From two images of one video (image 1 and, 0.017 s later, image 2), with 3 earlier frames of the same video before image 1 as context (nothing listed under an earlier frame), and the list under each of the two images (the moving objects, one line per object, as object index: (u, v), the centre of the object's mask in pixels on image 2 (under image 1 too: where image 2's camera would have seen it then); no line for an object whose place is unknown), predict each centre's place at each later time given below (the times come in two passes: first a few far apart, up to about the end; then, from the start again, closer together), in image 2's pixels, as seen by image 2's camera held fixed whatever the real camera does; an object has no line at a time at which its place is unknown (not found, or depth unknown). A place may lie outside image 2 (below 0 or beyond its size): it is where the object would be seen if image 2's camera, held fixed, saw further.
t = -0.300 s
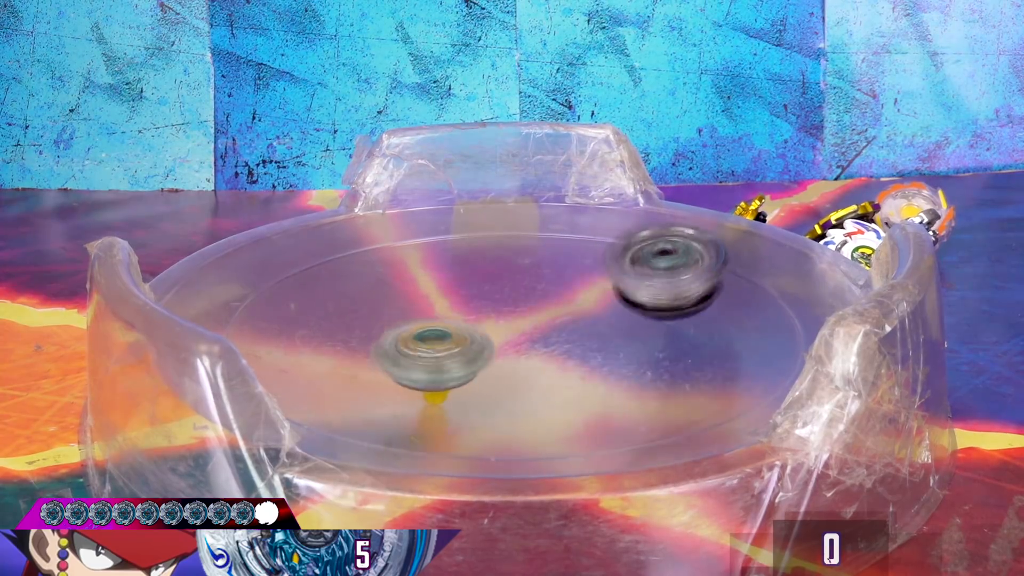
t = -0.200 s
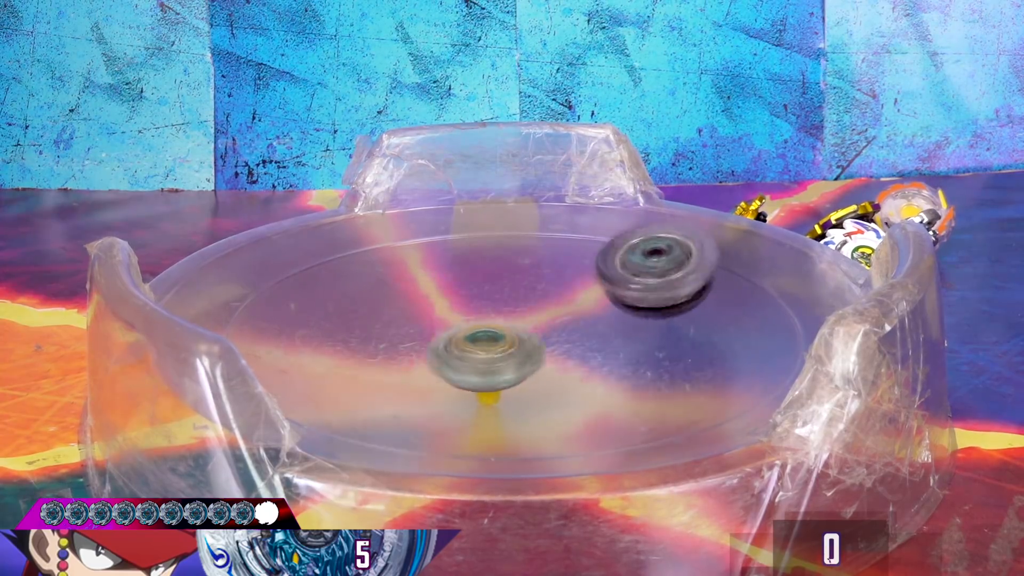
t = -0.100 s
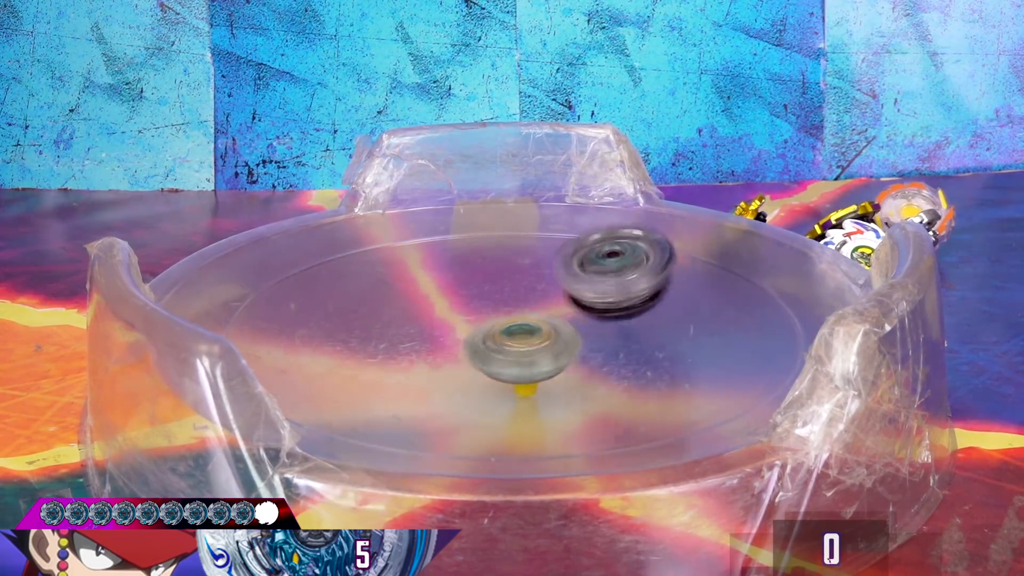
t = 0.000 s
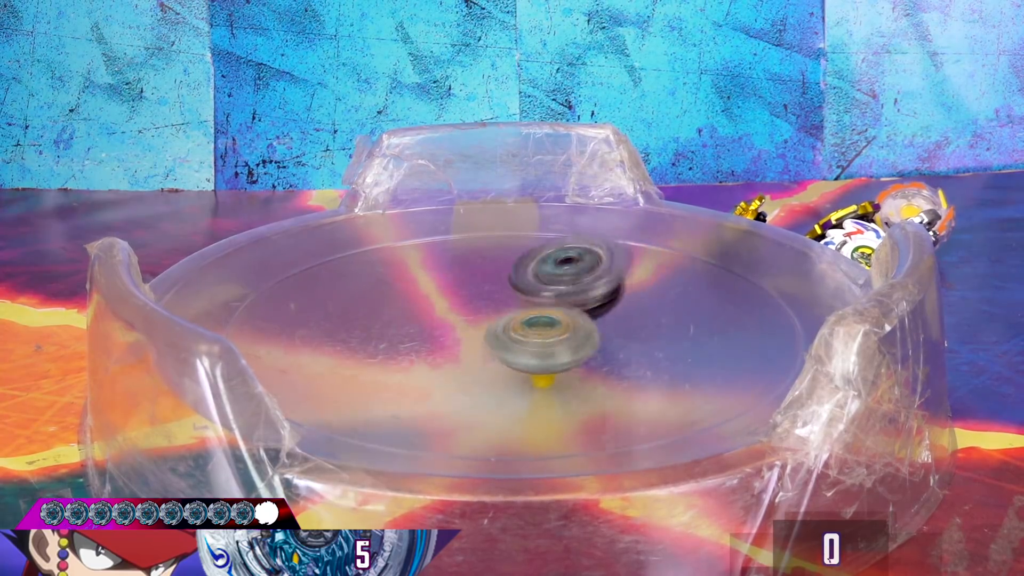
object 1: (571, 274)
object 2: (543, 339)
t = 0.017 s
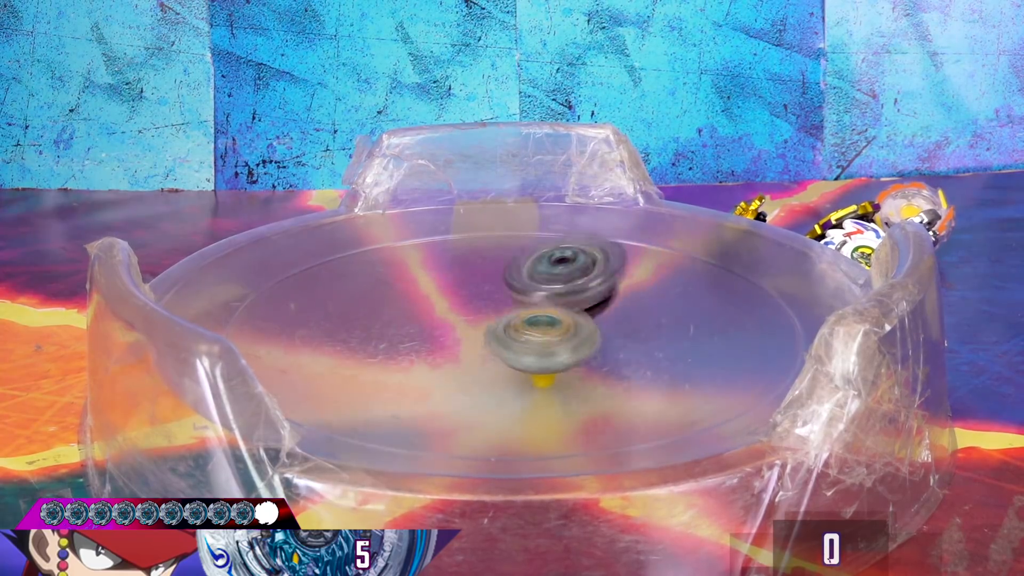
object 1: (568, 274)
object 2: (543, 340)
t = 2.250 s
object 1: (481, 295)
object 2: (601, 296)
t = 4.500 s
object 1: (475, 300)
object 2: (575, 282)
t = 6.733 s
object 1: (499, 319)
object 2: (506, 265)
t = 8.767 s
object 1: (529, 320)
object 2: (444, 288)
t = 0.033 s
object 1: (564, 274)
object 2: (543, 342)
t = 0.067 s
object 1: (555, 273)
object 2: (543, 344)
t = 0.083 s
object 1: (550, 272)
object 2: (544, 344)
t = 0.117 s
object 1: (543, 275)
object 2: (547, 344)
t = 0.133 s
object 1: (540, 278)
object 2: (549, 344)
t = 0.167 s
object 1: (539, 282)
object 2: (554, 343)
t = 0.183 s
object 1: (539, 278)
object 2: (556, 342)
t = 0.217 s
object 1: (539, 279)
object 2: (561, 348)
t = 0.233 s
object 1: (538, 281)
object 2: (564, 350)
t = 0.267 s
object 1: (537, 283)
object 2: (568, 350)
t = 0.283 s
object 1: (536, 285)
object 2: (570, 351)
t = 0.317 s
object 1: (536, 286)
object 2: (571, 350)
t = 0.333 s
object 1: (536, 287)
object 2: (570, 349)
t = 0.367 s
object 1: (533, 289)
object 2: (567, 348)
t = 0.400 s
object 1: (529, 290)
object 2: (569, 350)
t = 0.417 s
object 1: (527, 291)
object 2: (568, 351)
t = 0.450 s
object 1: (526, 291)
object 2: (569, 352)
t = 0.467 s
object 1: (527, 291)
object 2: (569, 351)
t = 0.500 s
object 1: (524, 292)
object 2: (569, 350)
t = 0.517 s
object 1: (522, 293)
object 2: (568, 350)
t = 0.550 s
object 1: (519, 294)
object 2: (569, 349)
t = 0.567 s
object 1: (519, 294)
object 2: (569, 349)
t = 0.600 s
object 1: (520, 293)
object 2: (569, 349)
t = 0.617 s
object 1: (519, 294)
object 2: (569, 348)
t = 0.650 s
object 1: (517, 294)
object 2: (570, 348)
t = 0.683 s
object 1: (518, 294)
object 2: (570, 348)
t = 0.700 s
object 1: (519, 293)
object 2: (570, 348)
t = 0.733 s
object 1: (520, 294)
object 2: (570, 347)
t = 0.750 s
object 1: (518, 294)
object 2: (569, 346)
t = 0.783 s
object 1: (517, 294)
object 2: (569, 347)
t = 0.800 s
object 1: (518, 294)
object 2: (569, 347)
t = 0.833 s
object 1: (521, 293)
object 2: (568, 347)
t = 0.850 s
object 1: (521, 293)
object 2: (567, 346)
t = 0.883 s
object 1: (519, 292)
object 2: (567, 346)
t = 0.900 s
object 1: (517, 293)
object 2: (567, 346)
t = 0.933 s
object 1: (520, 292)
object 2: (568, 346)
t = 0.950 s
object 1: (518, 290)
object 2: (568, 347)
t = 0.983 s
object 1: (510, 287)
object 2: (565, 347)
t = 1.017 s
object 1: (500, 286)
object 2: (564, 346)
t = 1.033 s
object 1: (498, 285)
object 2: (562, 346)
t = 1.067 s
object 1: (484, 284)
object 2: (560, 345)
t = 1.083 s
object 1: (478, 284)
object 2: (560, 344)
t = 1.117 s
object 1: (472, 285)
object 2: (557, 343)
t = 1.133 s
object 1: (470, 285)
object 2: (556, 342)
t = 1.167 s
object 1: (465, 287)
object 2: (554, 340)
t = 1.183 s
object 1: (462, 288)
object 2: (552, 340)
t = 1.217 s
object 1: (462, 291)
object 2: (549, 339)
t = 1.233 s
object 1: (464, 292)
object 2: (549, 338)
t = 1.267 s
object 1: (462, 290)
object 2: (554, 337)
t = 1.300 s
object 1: (455, 287)
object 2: (565, 339)
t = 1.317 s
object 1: (454, 288)
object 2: (569, 339)
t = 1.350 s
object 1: (451, 283)
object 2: (572, 339)
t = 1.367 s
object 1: (448, 282)
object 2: (572, 337)
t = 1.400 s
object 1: (450, 282)
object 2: (571, 335)
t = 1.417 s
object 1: (453, 283)
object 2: (571, 335)
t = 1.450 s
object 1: (453, 282)
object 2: (569, 333)
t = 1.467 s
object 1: (455, 283)
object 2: (569, 332)
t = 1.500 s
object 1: (464, 287)
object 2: (569, 329)
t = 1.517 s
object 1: (468, 288)
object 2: (568, 328)
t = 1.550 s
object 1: (466, 286)
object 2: (578, 327)
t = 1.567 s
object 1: (467, 287)
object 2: (582, 326)
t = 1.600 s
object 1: (472, 288)
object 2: (586, 325)
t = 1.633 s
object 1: (470, 288)
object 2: (587, 321)
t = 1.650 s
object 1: (468, 289)
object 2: (588, 321)
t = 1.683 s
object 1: (466, 290)
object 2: (596, 318)
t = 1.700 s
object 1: (461, 289)
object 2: (598, 317)
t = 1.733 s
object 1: (455, 290)
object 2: (600, 315)
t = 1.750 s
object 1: (455, 293)
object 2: (600, 313)
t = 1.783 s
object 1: (451, 291)
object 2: (599, 312)
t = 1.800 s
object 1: (451, 290)
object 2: (599, 311)
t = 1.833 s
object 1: (456, 294)
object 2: (598, 310)
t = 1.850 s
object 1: (456, 294)
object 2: (597, 309)
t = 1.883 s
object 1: (458, 295)
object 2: (595, 308)
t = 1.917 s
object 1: (466, 296)
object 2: (592, 307)
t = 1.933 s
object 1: (467, 295)
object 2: (589, 307)
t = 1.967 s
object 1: (466, 295)
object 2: (589, 306)
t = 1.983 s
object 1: (468, 296)
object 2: (589, 305)
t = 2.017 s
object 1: (467, 295)
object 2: (594, 304)
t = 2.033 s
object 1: (466, 295)
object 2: (594, 303)
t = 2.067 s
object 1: (472, 295)
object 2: (593, 302)
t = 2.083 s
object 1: (472, 295)
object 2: (594, 302)
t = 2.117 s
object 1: (475, 296)
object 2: (594, 301)
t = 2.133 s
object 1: (478, 296)
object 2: (596, 300)
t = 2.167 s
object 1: (478, 295)
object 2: (600, 298)
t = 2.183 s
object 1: (479, 296)
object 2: (601, 298)
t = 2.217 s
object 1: (484, 297)
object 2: (600, 298)
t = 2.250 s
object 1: (481, 295)
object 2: (601, 296)
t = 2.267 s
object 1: (481, 296)
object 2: (607, 297)
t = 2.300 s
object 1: (481, 295)
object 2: (608, 297)
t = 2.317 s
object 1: (479, 294)
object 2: (609, 297)
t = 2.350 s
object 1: (483, 296)
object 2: (608, 297)
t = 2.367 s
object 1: (484, 296)
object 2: (609, 297)
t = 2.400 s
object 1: (483, 298)
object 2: (608, 297)
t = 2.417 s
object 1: (487, 299)
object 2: (609, 297)
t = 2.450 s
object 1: (488, 299)
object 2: (607, 297)
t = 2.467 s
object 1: (490, 300)
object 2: (607, 297)
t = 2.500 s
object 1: (494, 301)
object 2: (611, 296)
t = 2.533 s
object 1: (488, 301)
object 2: (616, 296)
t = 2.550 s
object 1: (489, 301)
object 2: (615, 297)
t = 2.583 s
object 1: (489, 301)
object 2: (612, 297)
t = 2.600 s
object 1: (489, 302)
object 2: (612, 298)
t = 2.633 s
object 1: (495, 303)
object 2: (609, 299)
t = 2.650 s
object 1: (492, 302)
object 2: (608, 299)
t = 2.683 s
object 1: (491, 303)
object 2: (609, 299)
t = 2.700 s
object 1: (493, 303)
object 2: (609, 300)
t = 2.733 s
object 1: (489, 303)
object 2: (605, 301)
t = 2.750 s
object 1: (490, 304)
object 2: (606, 301)
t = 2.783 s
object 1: (484, 303)
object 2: (608, 301)
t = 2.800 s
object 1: (481, 304)
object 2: (608, 302)
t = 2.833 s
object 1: (482, 304)
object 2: (604, 302)
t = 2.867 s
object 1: (478, 305)
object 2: (600, 303)
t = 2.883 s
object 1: (481, 305)
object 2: (600, 304)
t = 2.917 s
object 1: (479, 303)
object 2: (595, 303)
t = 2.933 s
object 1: (479, 303)
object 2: (596, 304)
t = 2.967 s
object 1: (476, 305)
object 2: (598, 303)
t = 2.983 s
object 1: (474, 303)
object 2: (598, 304)
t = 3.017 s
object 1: (477, 303)
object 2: (594, 303)
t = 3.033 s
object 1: (473, 302)
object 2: (592, 304)
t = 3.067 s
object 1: (475, 302)
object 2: (590, 303)
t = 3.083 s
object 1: (471, 303)
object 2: (595, 301)
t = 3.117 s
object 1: (463, 301)
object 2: (601, 301)
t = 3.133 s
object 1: (466, 303)
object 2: (601, 300)
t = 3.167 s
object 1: (463, 302)
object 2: (601, 300)
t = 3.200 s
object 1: (467, 304)
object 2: (596, 299)
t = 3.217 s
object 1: (466, 303)
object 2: (593, 300)
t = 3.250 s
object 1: (475, 306)
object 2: (590, 300)
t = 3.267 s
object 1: (474, 305)
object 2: (588, 300)
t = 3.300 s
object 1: (471, 307)
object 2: (595, 298)
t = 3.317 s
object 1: (468, 308)
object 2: (597, 297)
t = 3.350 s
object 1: (462, 307)
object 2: (599, 295)
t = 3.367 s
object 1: (464, 310)
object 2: (597, 295)
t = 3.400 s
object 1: (460, 309)
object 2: (592, 295)
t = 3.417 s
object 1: (463, 311)
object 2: (590, 294)
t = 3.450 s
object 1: (461, 310)
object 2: (586, 295)
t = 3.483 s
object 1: (466, 310)
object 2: (581, 295)
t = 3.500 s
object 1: (464, 309)
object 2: (578, 295)
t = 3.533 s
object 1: (474, 310)
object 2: (578, 294)
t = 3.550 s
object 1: (471, 308)
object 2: (576, 294)
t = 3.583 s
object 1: (472, 309)
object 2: (578, 291)
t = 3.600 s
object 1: (468, 307)
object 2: (577, 290)
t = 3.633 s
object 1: (468, 305)
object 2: (576, 289)
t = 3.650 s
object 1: (468, 304)
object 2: (575, 289)
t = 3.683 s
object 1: (466, 302)
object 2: (573, 288)
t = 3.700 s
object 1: (469, 303)
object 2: (572, 287)
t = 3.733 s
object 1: (465, 300)
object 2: (571, 286)
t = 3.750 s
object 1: (469, 301)
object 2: (570, 286)
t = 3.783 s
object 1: (457, 299)
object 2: (574, 284)
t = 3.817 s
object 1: (450, 299)
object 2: (577, 282)
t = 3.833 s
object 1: (448, 299)
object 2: (578, 282)
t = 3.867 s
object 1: (445, 300)
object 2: (576, 282)
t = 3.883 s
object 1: (446, 300)
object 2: (575, 282)
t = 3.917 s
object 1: (446, 300)
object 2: (573, 281)
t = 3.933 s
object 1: (448, 300)
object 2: (573, 282)
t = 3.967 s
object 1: (452, 301)
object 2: (570, 282)
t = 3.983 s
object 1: (454, 301)
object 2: (570, 282)
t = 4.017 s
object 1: (460, 301)
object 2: (568, 282)
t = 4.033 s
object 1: (461, 300)
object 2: (567, 282)
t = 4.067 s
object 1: (469, 300)
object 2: (568, 282)
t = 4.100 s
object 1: (475, 301)
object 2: (571, 280)
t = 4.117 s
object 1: (474, 299)
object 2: (573, 281)
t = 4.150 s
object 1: (476, 301)
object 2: (574, 280)
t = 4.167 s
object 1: (476, 299)
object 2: (573, 280)
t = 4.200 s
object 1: (479, 301)
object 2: (573, 280)
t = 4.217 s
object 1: (478, 299)
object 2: (572, 280)
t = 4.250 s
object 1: (479, 300)
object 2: (576, 278)
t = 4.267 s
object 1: (475, 300)
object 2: (575, 279)
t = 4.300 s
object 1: (478, 301)
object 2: (576, 279)
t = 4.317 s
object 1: (475, 299)
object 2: (574, 279)
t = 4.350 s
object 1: (480, 301)
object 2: (575, 279)
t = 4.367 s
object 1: (477, 298)
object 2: (574, 280)
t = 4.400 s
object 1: (479, 301)
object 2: (578, 277)
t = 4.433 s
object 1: (472, 299)
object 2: (579, 280)
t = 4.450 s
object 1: (475, 301)
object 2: (578, 280)
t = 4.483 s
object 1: (473, 300)
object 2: (576, 281)
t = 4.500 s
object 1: (475, 300)
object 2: (575, 282)
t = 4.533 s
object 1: (477, 301)
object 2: (575, 282)
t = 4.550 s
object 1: (478, 301)
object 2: (574, 283)
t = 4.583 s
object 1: (478, 302)
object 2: (578, 282)
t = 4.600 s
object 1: (474, 301)
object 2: (577, 282)
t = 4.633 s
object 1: (478, 303)
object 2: (577, 283)
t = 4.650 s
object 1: (472, 302)
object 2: (573, 284)
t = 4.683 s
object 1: (481, 304)
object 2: (575, 283)
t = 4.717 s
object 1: (480, 303)
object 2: (575, 283)
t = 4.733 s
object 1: (481, 305)
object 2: (575, 284)
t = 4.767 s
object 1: (481, 307)
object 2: (576, 284)
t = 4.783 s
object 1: (478, 305)
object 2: (574, 284)
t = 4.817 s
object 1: (482, 307)
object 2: (574, 283)
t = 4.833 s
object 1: (476, 306)
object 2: (572, 284)
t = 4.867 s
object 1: (480, 306)
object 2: (571, 284)
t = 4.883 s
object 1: (475, 307)
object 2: (571, 283)
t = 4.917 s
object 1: (472, 307)
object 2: (570, 283)
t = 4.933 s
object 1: (471, 306)
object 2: (571, 283)
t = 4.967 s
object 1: (469, 307)
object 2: (569, 284)
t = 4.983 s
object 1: (470, 306)
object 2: (567, 284)
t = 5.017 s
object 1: (472, 307)
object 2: (567, 284)
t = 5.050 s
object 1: (472, 307)
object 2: (563, 284)
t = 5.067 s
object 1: (475, 307)
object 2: (565, 283)
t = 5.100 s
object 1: (475, 309)
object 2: (563, 282)
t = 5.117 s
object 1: (479, 309)
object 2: (563, 282)
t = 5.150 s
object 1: (478, 310)
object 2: (561, 282)
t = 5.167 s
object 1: (481, 311)
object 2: (557, 280)
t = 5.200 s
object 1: (479, 311)
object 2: (554, 280)
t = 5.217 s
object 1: (480, 310)
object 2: (553, 280)
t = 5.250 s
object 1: (485, 312)
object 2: (553, 278)
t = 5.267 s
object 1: (480, 312)
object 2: (550, 279)
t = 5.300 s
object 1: (485, 313)
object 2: (548, 278)
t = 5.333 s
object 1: (489, 314)
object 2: (544, 276)
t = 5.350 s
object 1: (486, 312)
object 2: (543, 276)
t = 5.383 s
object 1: (490, 312)
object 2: (541, 273)
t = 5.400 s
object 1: (487, 313)
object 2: (541, 272)
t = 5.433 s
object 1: (486, 313)
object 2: (538, 272)
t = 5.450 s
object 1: (488, 312)
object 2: (539, 272)
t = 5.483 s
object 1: (490, 312)
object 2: (536, 270)
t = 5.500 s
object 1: (495, 312)
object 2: (533, 270)
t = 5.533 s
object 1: (493, 310)
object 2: (535, 269)
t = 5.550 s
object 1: (495, 309)
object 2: (535, 268)
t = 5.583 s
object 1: (493, 312)
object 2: (534, 265)
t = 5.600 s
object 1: (486, 311)
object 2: (536, 267)
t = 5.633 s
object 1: (488, 311)
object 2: (539, 266)
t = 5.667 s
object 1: (490, 312)
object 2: (538, 266)
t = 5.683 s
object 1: (486, 312)
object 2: (536, 266)
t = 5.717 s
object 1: (489, 311)
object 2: (537, 267)
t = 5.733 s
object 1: (489, 310)
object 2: (537, 266)
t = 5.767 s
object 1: (490, 311)
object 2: (536, 265)
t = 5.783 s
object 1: (494, 310)
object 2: (535, 266)
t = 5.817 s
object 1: (491, 308)
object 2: (539, 265)
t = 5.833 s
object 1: (493, 308)
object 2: (537, 266)
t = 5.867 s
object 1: (494, 309)
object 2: (537, 265)
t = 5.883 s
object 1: (488, 308)
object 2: (538, 266)
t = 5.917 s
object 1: (486, 307)
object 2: (538, 266)
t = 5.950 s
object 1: (486, 309)
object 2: (539, 267)
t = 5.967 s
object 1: (481, 309)
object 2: (538, 267)
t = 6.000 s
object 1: (479, 309)
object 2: (535, 269)
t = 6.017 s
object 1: (481, 309)
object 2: (536, 268)
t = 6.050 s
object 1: (481, 309)
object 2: (537, 268)
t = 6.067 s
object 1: (484, 311)
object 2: (534, 269)
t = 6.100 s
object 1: (485, 310)
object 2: (535, 269)
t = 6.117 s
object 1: (482, 309)
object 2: (532, 270)
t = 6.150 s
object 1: (481, 310)
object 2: (536, 270)
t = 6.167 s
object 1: (479, 312)
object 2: (537, 269)
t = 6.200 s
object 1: (477, 314)
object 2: (533, 271)
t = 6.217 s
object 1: (480, 316)
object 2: (533, 271)
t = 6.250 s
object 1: (477, 316)
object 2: (531, 272)
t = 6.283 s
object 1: (481, 315)
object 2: (531, 272)
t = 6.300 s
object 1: (485, 317)
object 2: (531, 272)
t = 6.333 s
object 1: (490, 317)
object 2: (528, 271)
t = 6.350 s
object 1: (487, 316)
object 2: (526, 272)
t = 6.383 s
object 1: (491, 314)
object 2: (525, 271)
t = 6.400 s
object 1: (493, 314)
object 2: (523, 272)
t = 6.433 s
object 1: (494, 313)
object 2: (519, 269)
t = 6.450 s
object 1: (497, 313)
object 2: (518, 269)
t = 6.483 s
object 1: (493, 320)
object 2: (518, 269)
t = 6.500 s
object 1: (488, 318)
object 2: (518, 267)
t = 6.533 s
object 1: (487, 320)
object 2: (518, 266)
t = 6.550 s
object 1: (488, 320)
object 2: (519, 265)
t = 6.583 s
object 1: (489, 322)
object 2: (514, 265)
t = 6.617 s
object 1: (489, 322)
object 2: (512, 267)
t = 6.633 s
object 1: (494, 323)
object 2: (511, 266)
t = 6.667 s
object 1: (496, 322)
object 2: (508, 266)
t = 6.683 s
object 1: (492, 321)
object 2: (509, 266)
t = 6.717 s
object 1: (496, 320)
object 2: (507, 265)
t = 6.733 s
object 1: (499, 319)
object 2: (506, 265)
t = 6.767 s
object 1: (500, 317)
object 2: (504, 264)
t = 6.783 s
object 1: (505, 316)
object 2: (503, 266)
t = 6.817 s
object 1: (508, 314)
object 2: (503, 264)
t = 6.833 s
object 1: (503, 313)
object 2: (503, 265)
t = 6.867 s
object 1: (504, 310)
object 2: (502, 263)
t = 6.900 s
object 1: (502, 307)
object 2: (500, 261)
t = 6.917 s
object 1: (501, 307)
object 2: (499, 260)
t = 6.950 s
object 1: (498, 306)
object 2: (496, 259)
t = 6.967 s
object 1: (498, 307)
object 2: (495, 261)
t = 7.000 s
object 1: (496, 308)
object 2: (493, 261)
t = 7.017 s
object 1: (491, 307)
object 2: (494, 260)
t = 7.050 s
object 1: (488, 308)
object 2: (493, 261)
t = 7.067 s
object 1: (491, 309)
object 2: (492, 262)
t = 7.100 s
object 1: (489, 310)
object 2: (495, 263)
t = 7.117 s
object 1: (485, 310)
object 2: (492, 262)
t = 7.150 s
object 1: (485, 310)
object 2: (492, 263)
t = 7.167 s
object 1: (488, 310)
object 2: (492, 262)
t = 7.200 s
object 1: (489, 310)
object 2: (488, 263)
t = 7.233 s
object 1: (491, 310)
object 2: (485, 263)
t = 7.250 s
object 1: (495, 311)
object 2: (482, 266)
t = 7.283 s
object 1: (495, 310)
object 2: (482, 266)
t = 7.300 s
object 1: (494, 310)
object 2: (481, 264)
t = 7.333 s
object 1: (495, 312)
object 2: (479, 265)
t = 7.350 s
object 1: (500, 312)
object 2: (478, 266)
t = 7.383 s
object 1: (503, 311)
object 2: (477, 267)
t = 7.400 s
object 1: (501, 311)
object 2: (476, 267)
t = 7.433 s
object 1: (505, 312)
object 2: (473, 268)
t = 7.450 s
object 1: (511, 311)
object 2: (472, 268)
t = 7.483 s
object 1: (515, 311)
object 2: (471, 269)
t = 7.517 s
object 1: (520, 310)
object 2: (468, 271)
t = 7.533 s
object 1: (519, 310)
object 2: (467, 272)
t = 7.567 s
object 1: (523, 310)
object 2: (465, 273)
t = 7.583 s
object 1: (527, 310)
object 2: (461, 273)
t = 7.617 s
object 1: (530, 309)
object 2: (463, 274)
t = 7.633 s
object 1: (530, 310)
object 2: (461, 275)
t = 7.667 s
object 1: (534, 309)
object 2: (463, 276)
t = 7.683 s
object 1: (538, 309)
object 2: (463, 277)
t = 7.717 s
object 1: (540, 307)
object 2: (461, 278)
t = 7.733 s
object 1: (539, 307)
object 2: (460, 278)
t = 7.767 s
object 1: (542, 306)
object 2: (459, 279)
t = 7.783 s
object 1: (543, 306)
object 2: (459, 279)
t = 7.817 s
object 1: (544, 304)
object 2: (458, 280)
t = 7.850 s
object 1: (546, 304)
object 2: (459, 281)
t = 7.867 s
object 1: (545, 303)
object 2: (457, 281)
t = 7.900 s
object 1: (546, 303)
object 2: (457, 280)
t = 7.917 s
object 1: (548, 304)
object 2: (458, 281)
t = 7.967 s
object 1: (547, 304)
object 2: (459, 282)
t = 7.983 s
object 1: (549, 304)
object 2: (459, 281)
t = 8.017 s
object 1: (549, 305)
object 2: (458, 281)
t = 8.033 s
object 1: (548, 306)
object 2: (458, 282)
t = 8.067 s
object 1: (546, 307)
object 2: (458, 282)
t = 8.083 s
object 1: (550, 307)
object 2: (457, 282)
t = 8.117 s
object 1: (550, 308)
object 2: (458, 283)
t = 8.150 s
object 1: (549, 308)
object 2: (456, 284)
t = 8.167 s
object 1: (546, 309)
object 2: (457, 285)
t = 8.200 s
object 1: (543, 309)
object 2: (456, 285)
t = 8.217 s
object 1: (547, 308)
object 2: (456, 285)
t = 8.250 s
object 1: (545, 311)
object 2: (455, 285)
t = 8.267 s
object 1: (541, 311)
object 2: (455, 286)
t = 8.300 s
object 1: (540, 312)
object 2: (454, 286)
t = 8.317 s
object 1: (541, 310)
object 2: (455, 287)
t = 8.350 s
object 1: (540, 312)
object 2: (453, 287)
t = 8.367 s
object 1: (538, 313)
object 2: (453, 287)
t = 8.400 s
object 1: (537, 313)
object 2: (451, 287)
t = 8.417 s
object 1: (537, 314)
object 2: (451, 287)
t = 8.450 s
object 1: (534, 315)
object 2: (451, 288)
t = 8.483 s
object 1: (534, 316)
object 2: (450, 290)
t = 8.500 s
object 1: (536, 315)
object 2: (449, 289)
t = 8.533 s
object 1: (536, 315)
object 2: (448, 290)
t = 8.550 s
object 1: (532, 317)
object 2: (447, 290)
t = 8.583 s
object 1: (530, 317)
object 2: (447, 289)
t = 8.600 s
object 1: (532, 315)
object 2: (448, 290)
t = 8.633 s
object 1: (531, 316)
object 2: (445, 290)
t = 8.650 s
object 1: (528, 317)
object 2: (444, 290)
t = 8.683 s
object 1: (527, 317)
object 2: (442, 290)
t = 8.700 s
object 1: (528, 318)
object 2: (444, 291)
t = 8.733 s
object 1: (526, 317)
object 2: (443, 291)
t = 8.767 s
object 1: (529, 320)
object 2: (444, 288)
